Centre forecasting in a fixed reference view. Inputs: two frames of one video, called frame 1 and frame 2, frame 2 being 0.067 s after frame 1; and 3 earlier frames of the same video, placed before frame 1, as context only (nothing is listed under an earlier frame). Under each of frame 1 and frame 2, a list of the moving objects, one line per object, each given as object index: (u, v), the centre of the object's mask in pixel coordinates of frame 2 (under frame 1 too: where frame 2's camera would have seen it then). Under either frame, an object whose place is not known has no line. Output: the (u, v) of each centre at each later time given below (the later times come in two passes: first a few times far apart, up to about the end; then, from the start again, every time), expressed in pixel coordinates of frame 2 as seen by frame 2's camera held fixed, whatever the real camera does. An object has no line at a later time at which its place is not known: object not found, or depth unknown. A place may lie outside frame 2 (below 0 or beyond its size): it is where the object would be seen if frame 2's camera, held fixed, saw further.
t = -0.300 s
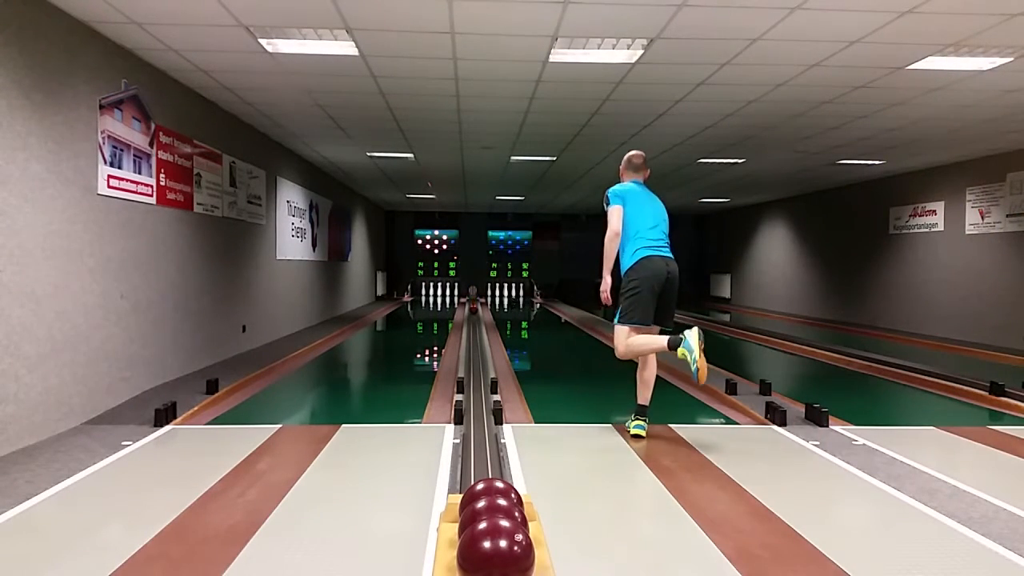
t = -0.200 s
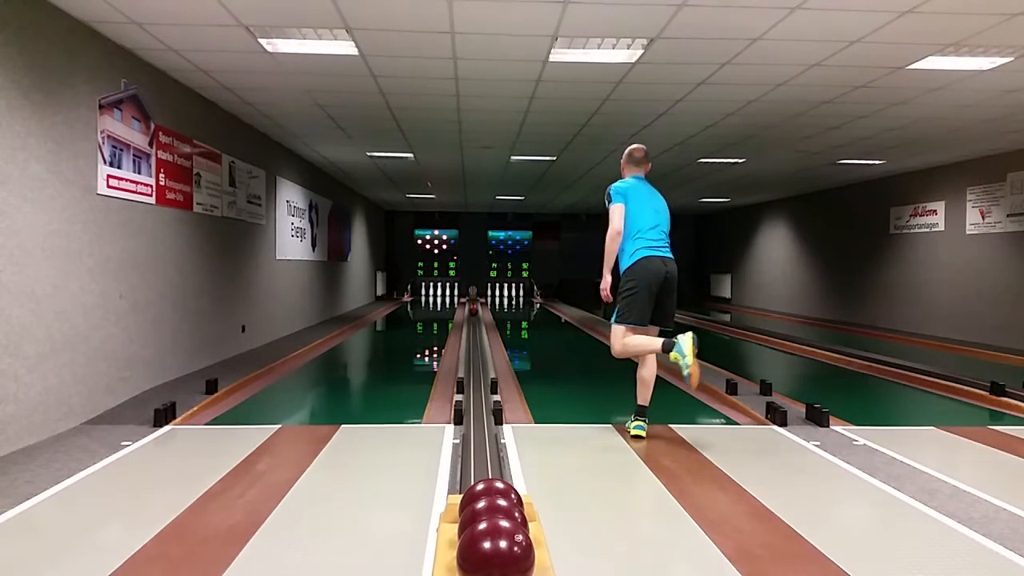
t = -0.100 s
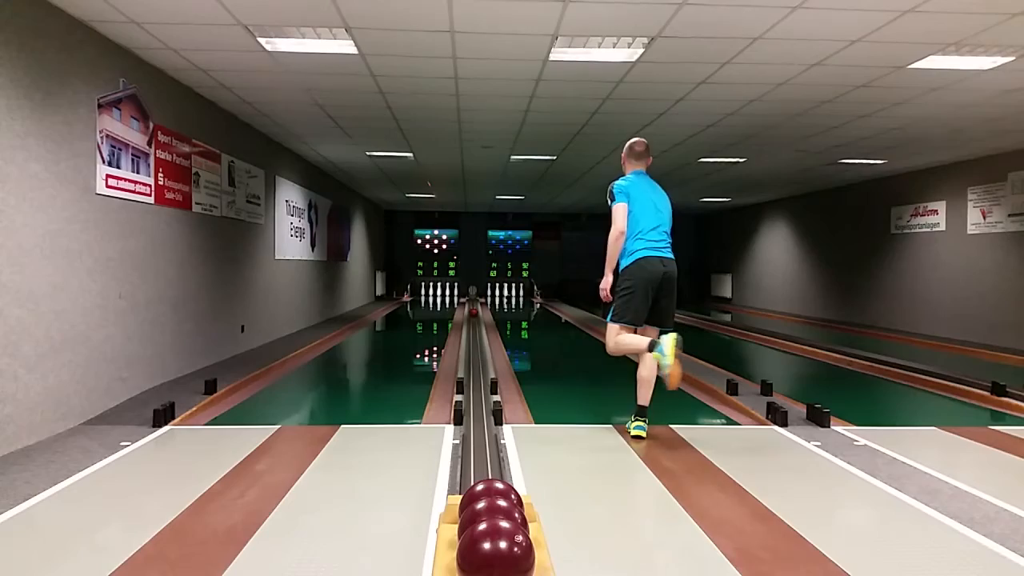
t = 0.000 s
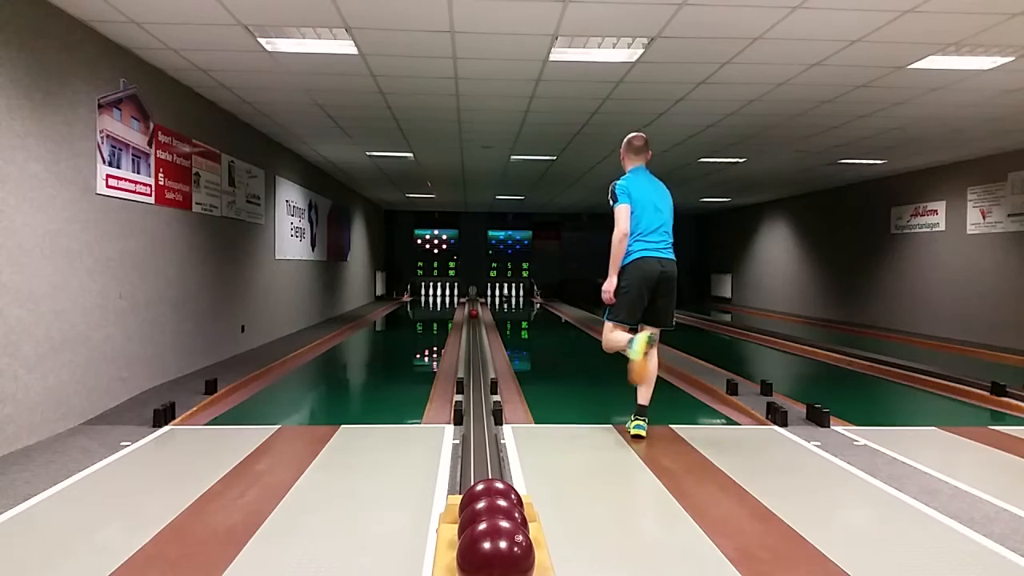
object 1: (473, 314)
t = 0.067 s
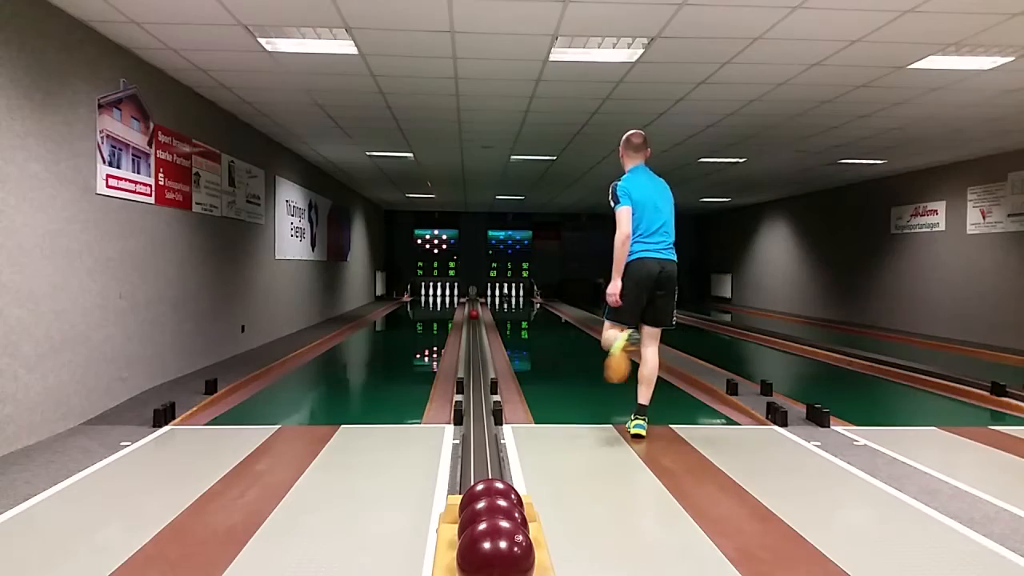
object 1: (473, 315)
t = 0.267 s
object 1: (473, 317)
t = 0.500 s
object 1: (473, 321)
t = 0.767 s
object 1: (473, 326)
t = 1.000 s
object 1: (474, 331)
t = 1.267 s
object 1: (474, 338)
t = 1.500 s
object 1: (475, 346)
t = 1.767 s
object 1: (475, 356)
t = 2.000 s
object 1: (476, 366)
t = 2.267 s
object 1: (477, 385)
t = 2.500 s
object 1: (478, 408)
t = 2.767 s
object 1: (480, 442)
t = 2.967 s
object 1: (480, 471)
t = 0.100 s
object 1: (473, 315)
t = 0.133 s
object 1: (473, 315)
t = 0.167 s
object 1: (473, 316)
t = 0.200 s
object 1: (473, 316)
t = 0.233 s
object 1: (473, 317)
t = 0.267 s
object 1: (473, 317)
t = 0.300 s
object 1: (473, 317)
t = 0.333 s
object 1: (473, 318)
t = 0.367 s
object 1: (473, 318)
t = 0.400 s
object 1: (473, 319)
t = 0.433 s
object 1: (473, 319)
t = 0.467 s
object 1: (473, 320)
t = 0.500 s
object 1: (473, 321)
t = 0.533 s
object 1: (473, 321)
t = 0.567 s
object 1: (473, 322)
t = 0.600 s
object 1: (474, 323)
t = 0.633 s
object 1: (474, 323)
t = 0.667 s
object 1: (474, 324)
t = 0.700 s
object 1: (474, 324)
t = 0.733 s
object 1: (473, 325)
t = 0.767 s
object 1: (473, 326)
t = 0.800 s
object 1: (474, 327)
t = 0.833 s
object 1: (474, 328)
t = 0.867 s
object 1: (474, 328)
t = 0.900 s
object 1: (474, 329)
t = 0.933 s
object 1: (474, 330)
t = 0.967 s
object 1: (474, 331)
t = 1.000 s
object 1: (474, 331)
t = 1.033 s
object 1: (474, 332)
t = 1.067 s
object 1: (474, 333)
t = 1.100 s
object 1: (474, 334)
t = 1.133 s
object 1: (474, 335)
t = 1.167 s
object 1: (474, 336)
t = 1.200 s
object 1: (474, 337)
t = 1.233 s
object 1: (474, 338)
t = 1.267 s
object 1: (474, 338)
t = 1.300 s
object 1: (474, 339)
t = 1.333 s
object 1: (474, 341)
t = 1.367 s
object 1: (474, 342)
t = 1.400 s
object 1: (474, 343)
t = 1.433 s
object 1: (475, 344)
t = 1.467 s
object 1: (475, 345)
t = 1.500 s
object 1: (475, 346)
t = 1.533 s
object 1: (475, 348)
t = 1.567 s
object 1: (475, 349)
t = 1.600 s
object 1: (475, 350)
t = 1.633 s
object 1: (475, 351)
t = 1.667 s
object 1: (475, 352)
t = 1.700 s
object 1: (475, 353)
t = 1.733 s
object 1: (475, 355)
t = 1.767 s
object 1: (475, 356)
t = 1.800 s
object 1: (476, 358)
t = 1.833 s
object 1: (476, 359)
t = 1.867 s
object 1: (476, 361)
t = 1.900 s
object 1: (476, 362)
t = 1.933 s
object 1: (476, 363)
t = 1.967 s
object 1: (476, 365)
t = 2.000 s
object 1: (476, 366)
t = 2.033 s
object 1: (476, 368)
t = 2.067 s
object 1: (476, 370)
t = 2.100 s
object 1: (476, 372)
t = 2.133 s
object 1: (476, 374)
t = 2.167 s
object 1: (476, 377)
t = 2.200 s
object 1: (477, 380)
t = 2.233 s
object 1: (477, 382)
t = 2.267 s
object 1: (477, 385)
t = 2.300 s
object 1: (477, 388)
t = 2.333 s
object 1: (478, 391)
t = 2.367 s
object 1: (478, 394)
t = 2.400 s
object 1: (477, 398)
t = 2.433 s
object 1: (478, 401)
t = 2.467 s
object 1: (478, 405)
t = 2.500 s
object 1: (478, 408)
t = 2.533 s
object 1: (479, 412)
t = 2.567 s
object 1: (479, 416)
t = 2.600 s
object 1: (479, 420)
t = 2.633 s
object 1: (479, 424)
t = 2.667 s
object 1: (480, 428)
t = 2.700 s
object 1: (479, 433)
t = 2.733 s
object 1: (480, 437)
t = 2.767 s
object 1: (480, 442)
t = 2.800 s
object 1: (480, 447)
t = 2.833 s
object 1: (481, 453)
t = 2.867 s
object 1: (481, 459)
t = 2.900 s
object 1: (481, 463)
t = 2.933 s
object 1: (480, 468)
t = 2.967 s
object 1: (480, 471)
